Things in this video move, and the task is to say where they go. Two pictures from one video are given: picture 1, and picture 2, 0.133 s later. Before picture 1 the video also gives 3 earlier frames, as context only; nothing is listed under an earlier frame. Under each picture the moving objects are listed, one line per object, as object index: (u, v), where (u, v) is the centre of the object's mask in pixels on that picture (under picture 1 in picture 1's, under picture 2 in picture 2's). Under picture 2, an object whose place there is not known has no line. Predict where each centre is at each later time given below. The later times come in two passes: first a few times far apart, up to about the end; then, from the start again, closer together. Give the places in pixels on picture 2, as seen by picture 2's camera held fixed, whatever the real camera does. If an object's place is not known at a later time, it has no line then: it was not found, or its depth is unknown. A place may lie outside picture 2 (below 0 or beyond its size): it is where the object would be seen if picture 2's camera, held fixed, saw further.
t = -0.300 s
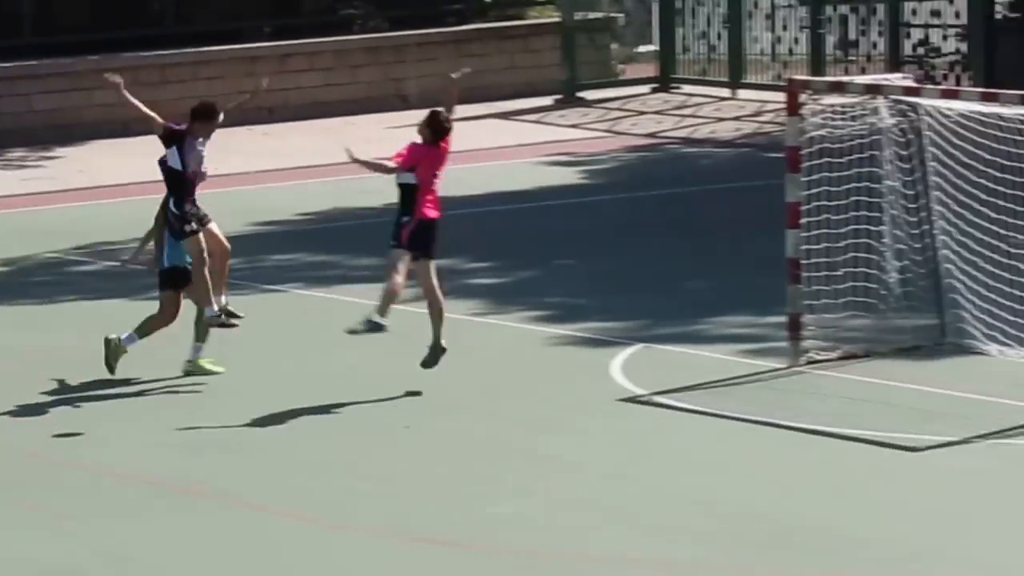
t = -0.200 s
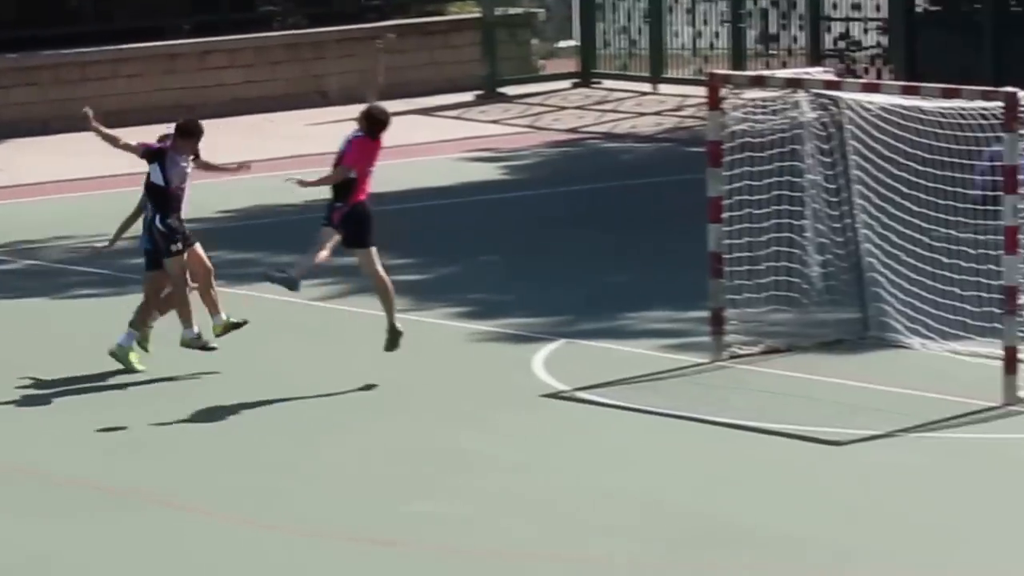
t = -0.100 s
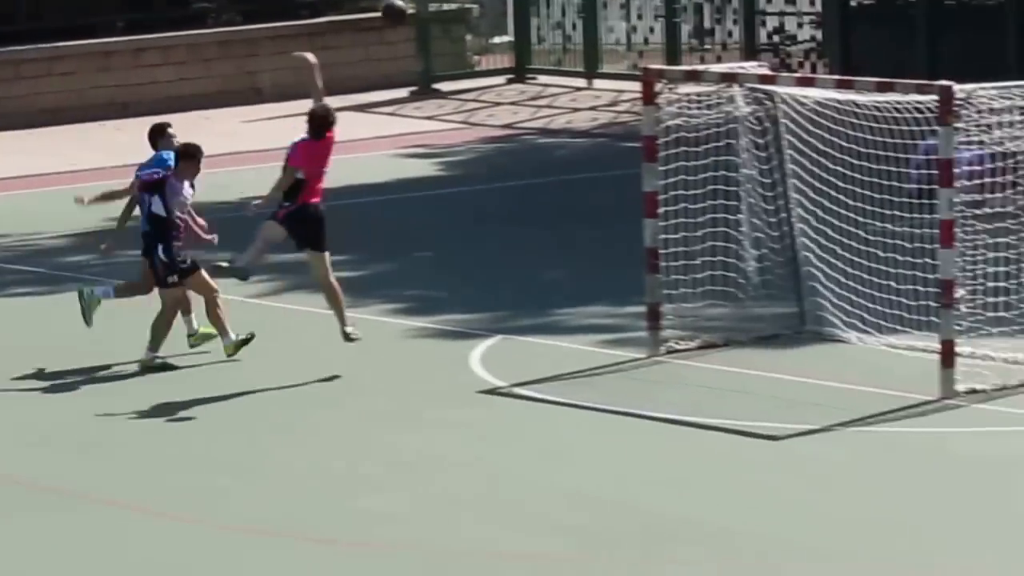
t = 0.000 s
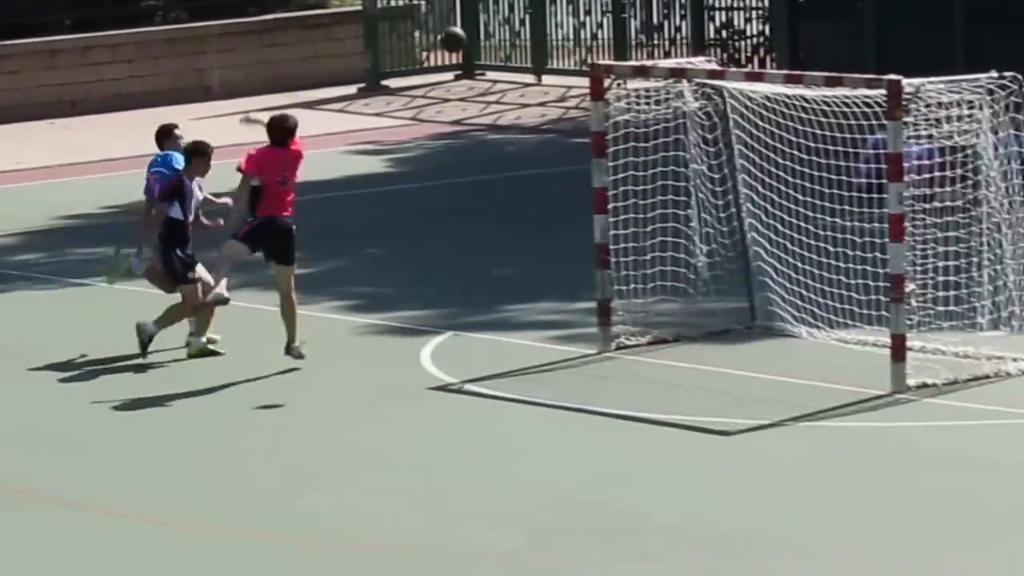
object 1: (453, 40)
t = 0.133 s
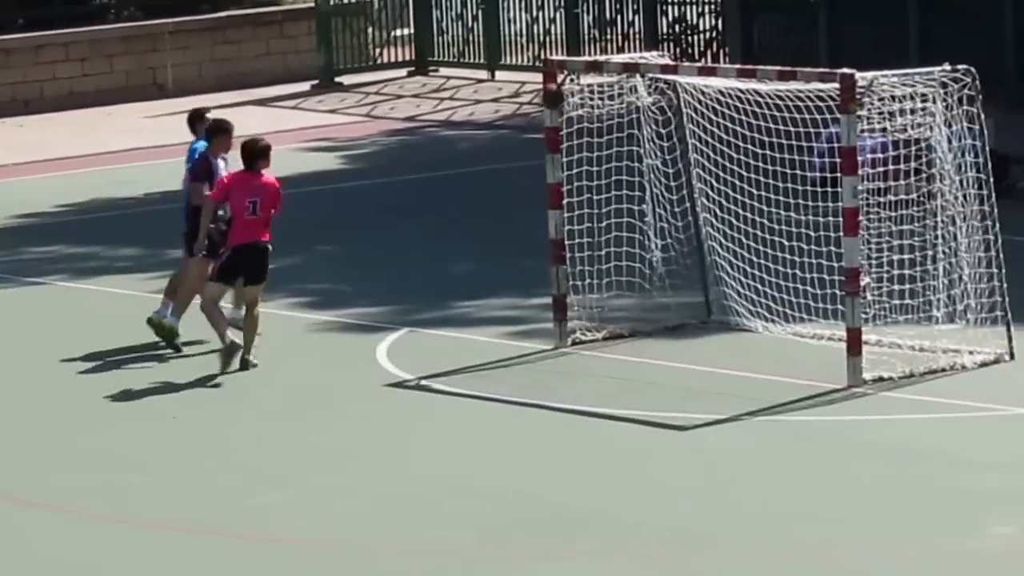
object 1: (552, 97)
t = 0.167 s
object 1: (589, 117)
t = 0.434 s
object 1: (835, 281)
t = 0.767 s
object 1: (839, 307)
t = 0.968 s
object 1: (822, 341)
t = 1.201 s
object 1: (796, 334)
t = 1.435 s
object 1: (771, 350)
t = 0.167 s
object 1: (589, 117)
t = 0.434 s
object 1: (835, 281)
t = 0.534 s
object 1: (876, 322)
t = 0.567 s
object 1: (872, 324)
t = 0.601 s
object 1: (871, 320)
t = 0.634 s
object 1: (867, 312)
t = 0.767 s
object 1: (839, 307)
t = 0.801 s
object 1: (838, 308)
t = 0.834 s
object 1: (836, 311)
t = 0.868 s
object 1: (833, 316)
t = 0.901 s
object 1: (831, 322)
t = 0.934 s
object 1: (826, 331)
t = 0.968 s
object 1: (822, 341)
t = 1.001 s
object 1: (818, 341)
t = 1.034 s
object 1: (814, 335)
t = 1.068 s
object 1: (811, 332)
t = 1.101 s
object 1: (807, 330)
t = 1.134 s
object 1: (803, 330)
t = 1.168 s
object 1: (800, 331)
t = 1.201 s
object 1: (796, 334)
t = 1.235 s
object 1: (792, 339)
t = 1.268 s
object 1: (789, 345)
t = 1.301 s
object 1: (785, 352)
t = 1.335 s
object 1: (782, 356)
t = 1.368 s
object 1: (778, 352)
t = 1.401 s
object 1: (774, 350)
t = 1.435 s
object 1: (771, 350)
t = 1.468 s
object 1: (767, 351)
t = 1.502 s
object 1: (763, 353)
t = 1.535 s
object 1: (759, 357)
